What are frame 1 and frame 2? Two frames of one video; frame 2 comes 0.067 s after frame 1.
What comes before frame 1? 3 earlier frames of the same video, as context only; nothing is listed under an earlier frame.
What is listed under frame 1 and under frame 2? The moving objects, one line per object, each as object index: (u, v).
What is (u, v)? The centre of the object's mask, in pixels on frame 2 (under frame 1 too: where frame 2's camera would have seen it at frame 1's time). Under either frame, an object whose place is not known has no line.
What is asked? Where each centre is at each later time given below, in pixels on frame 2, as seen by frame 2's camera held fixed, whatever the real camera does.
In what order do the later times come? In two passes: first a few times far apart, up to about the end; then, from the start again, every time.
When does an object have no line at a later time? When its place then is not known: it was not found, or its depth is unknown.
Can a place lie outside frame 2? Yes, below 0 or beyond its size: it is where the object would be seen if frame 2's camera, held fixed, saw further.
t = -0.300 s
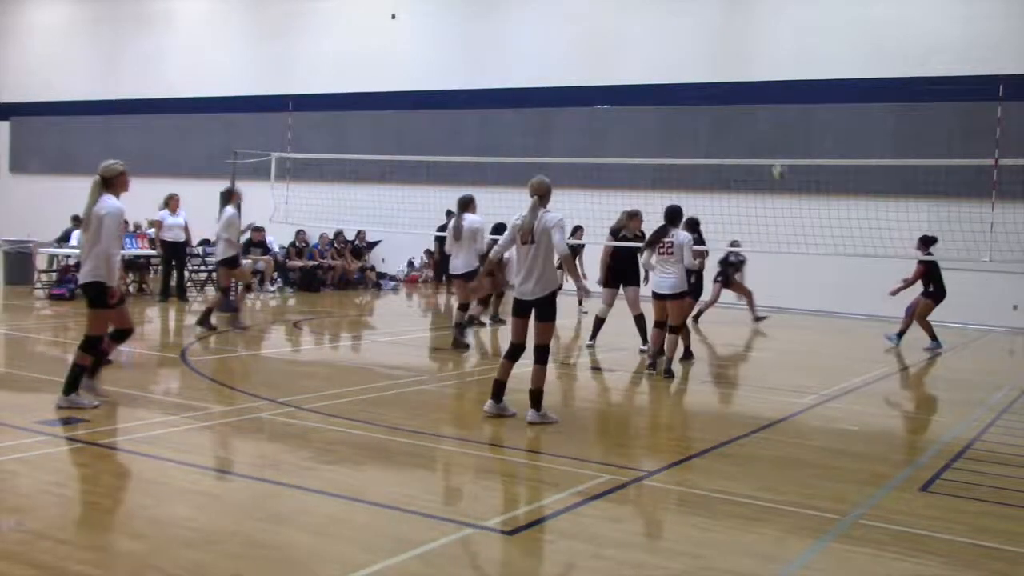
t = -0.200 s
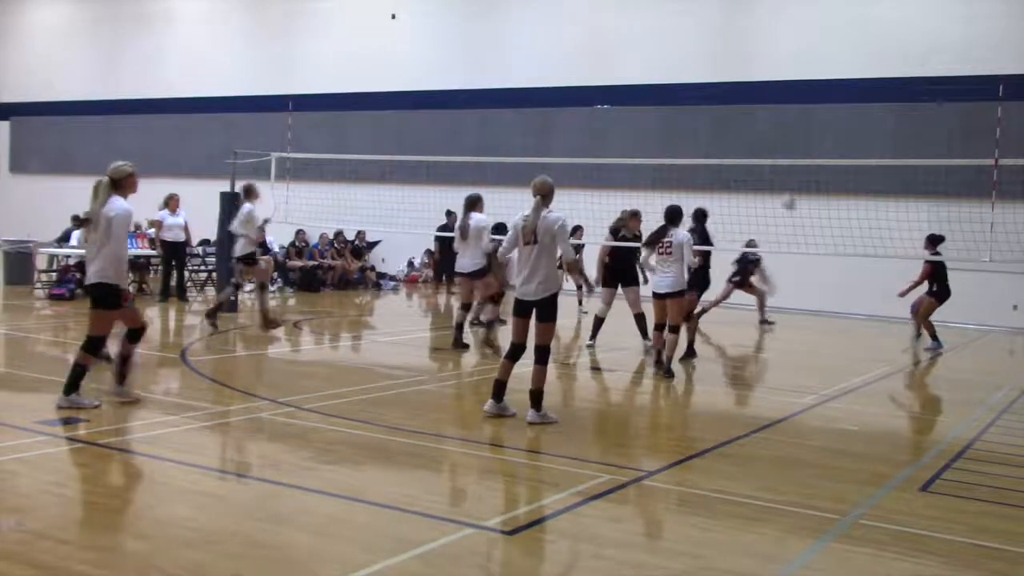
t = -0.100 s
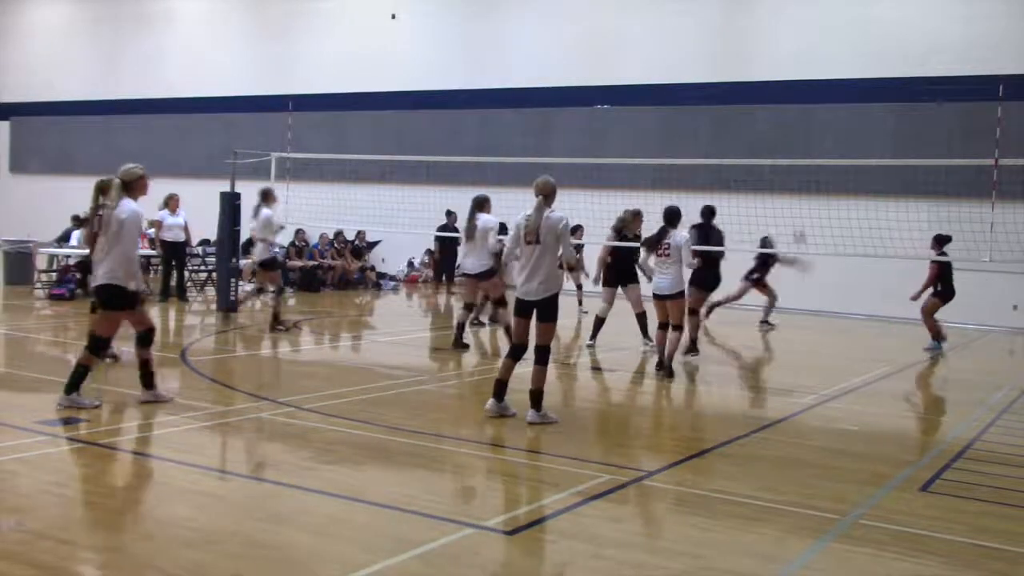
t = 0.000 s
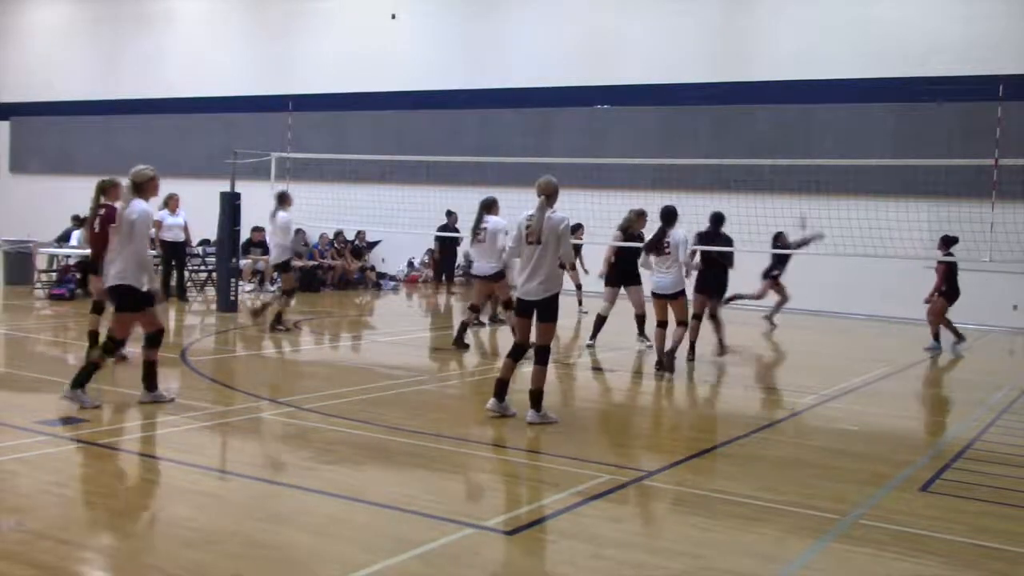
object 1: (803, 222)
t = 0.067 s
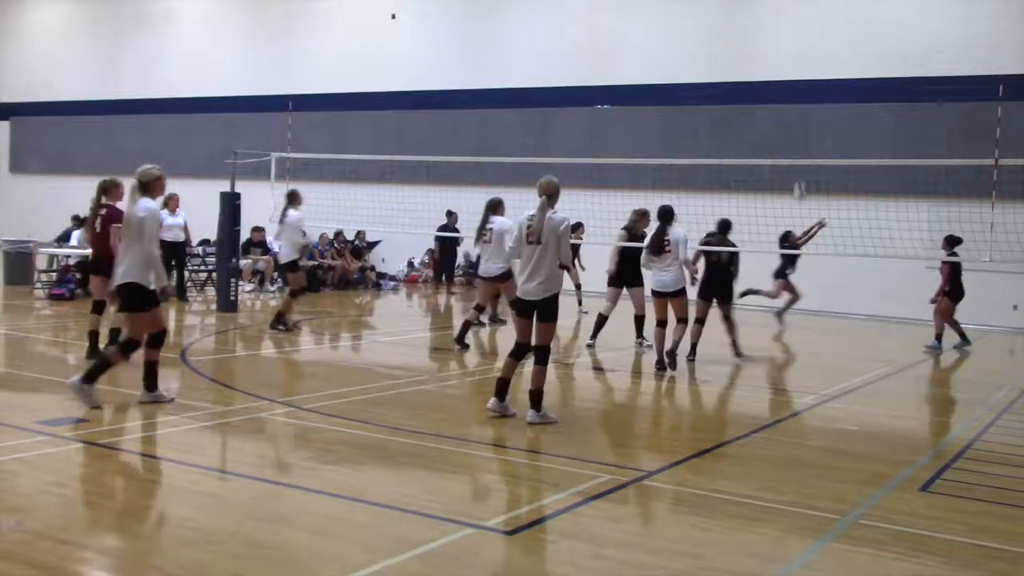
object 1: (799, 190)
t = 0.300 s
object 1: (795, 111)
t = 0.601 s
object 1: (785, 56)
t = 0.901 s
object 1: (769, 58)
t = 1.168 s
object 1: (749, 111)
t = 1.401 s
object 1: (732, 208)
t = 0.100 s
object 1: (799, 179)
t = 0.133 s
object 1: (800, 170)
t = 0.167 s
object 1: (799, 151)
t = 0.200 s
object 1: (797, 142)
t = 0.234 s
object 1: (797, 132)
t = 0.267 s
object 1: (796, 120)
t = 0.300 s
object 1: (795, 111)
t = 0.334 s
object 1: (794, 102)
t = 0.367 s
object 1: (793, 94)
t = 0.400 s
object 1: (792, 87)
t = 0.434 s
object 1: (791, 83)
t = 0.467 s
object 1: (791, 75)
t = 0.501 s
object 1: (790, 69)
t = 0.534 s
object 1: (789, 64)
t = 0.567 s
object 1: (787, 59)
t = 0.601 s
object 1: (785, 56)
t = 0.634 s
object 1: (783, 55)
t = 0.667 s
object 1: (781, 52)
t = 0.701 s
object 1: (780, 51)
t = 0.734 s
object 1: (778, 49)
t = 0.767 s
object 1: (777, 49)
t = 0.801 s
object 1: (775, 49)
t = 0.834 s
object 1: (773, 51)
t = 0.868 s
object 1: (772, 54)
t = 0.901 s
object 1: (769, 58)
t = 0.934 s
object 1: (768, 61)
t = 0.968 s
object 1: (765, 65)
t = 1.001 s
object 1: (763, 71)
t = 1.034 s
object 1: (761, 77)
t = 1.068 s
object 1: (758, 85)
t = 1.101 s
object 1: (756, 92)
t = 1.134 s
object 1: (752, 101)
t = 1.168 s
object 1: (749, 111)
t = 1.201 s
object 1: (746, 118)
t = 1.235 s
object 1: (742, 132)
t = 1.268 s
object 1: (741, 144)
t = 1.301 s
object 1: (739, 157)
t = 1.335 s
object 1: (736, 175)
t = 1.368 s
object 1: (733, 190)
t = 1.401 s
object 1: (732, 208)
